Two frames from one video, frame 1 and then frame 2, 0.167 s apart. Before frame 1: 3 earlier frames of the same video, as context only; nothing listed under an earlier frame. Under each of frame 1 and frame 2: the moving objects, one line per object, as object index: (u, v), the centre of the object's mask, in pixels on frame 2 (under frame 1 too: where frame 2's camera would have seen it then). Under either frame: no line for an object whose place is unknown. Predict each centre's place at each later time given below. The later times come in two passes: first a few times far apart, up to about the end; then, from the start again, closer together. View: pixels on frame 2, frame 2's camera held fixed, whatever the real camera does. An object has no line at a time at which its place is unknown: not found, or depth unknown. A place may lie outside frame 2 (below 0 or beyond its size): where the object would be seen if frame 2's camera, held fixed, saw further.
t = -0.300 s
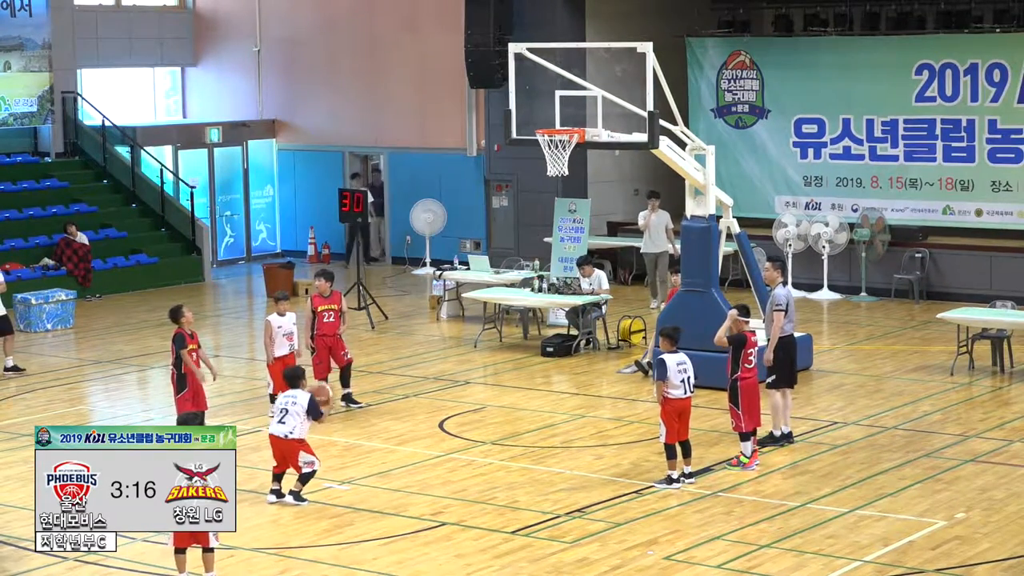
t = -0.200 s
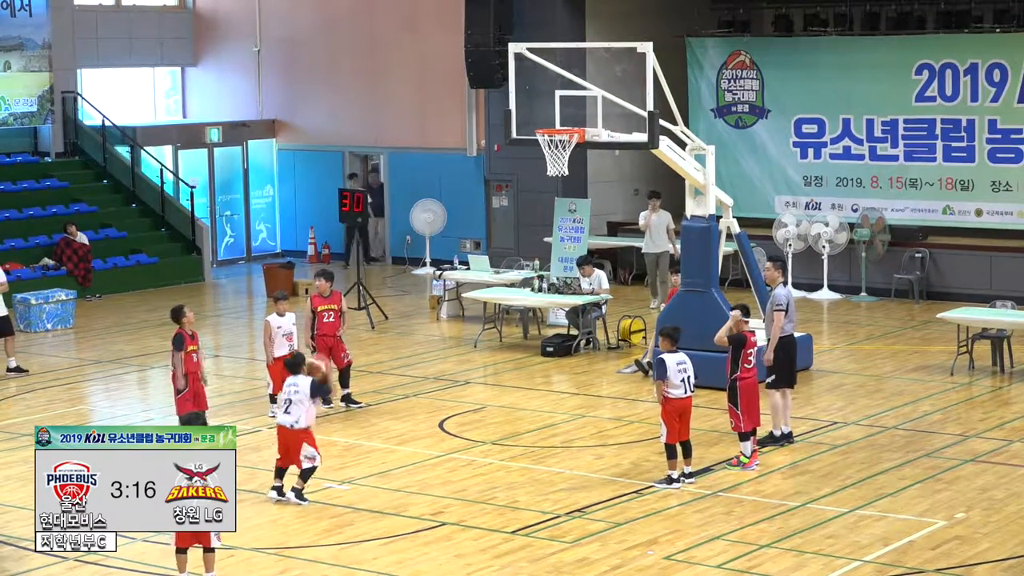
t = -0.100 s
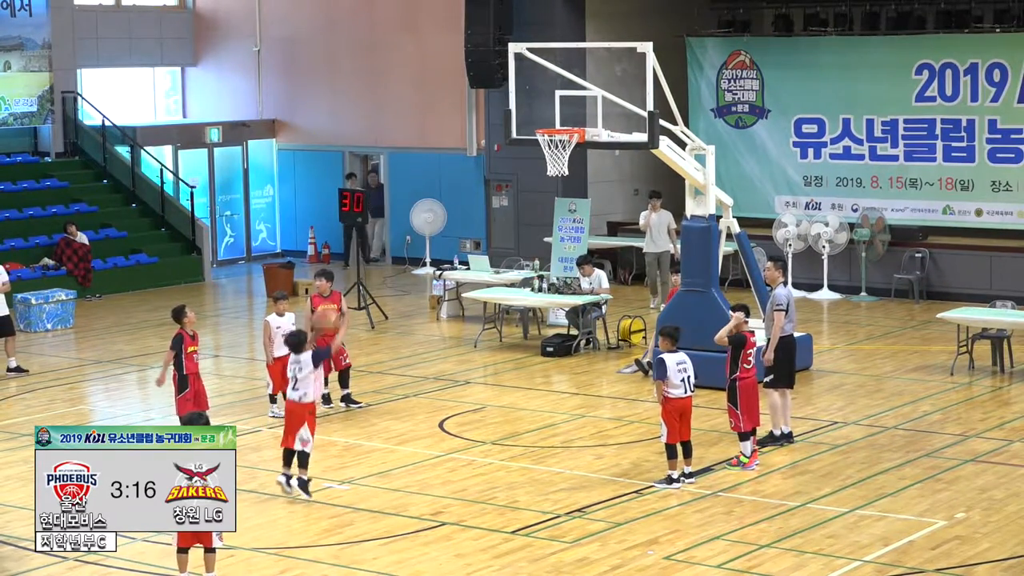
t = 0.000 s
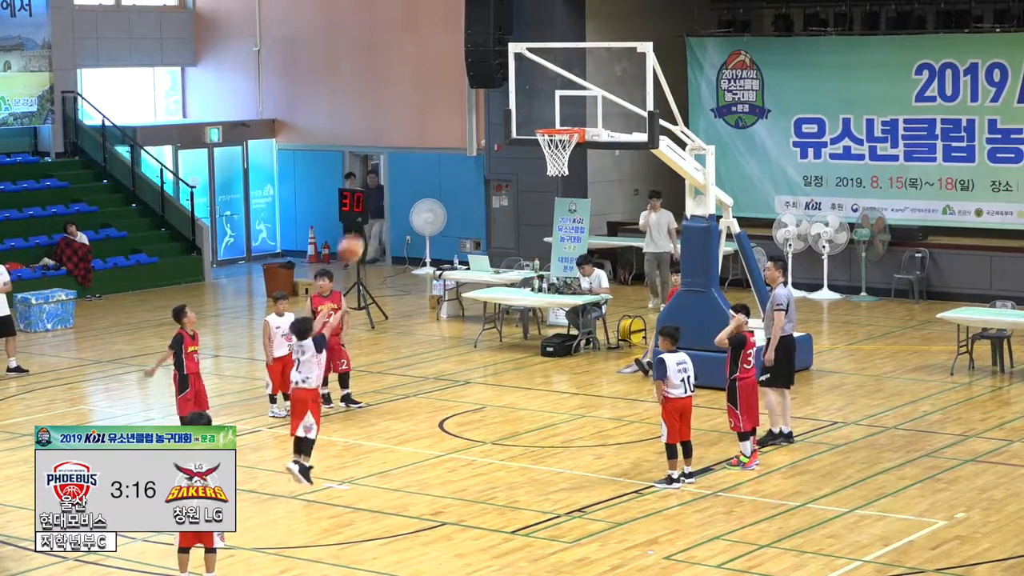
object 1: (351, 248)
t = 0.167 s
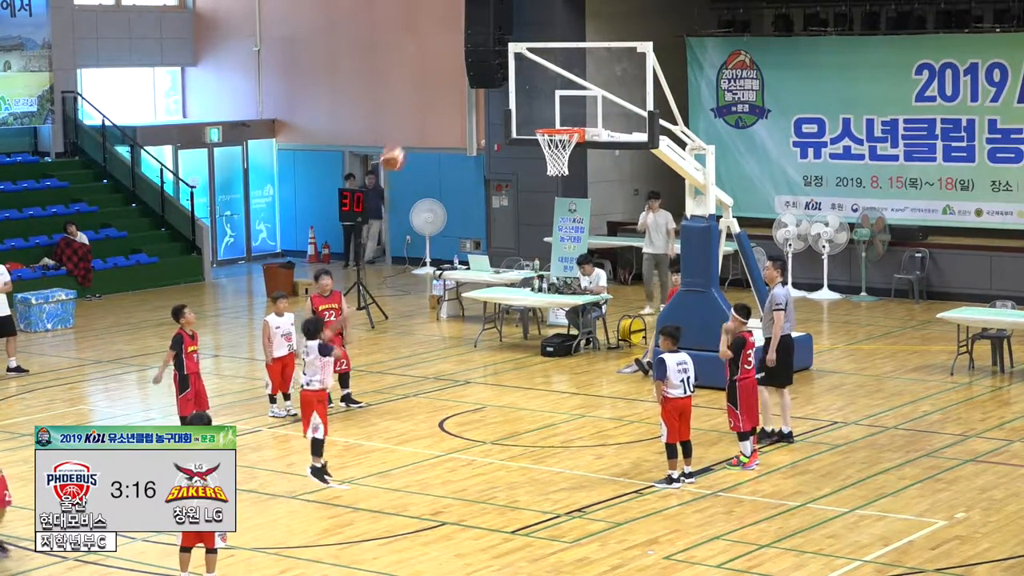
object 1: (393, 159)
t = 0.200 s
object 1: (400, 142)
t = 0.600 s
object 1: (493, 68)
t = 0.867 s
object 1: (551, 104)
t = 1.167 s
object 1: (544, 167)
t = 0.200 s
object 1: (400, 142)
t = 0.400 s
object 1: (447, 85)
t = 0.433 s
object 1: (456, 79)
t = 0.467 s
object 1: (464, 74)
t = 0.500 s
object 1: (471, 71)
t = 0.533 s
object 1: (478, 69)
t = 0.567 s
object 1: (486, 68)
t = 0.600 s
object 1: (493, 68)
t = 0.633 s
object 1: (500, 68)
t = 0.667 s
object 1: (508, 70)
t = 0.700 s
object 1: (515, 74)
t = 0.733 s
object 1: (523, 78)
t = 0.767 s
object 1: (530, 83)
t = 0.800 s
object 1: (537, 89)
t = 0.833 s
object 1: (543, 95)
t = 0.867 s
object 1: (551, 104)
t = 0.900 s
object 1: (558, 113)
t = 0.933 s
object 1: (565, 122)
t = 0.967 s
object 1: (571, 131)
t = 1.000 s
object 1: (567, 140)
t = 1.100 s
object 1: (555, 162)
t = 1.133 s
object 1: (550, 162)
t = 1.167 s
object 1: (544, 167)
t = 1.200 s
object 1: (539, 172)
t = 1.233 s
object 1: (535, 178)
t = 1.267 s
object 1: (531, 186)
